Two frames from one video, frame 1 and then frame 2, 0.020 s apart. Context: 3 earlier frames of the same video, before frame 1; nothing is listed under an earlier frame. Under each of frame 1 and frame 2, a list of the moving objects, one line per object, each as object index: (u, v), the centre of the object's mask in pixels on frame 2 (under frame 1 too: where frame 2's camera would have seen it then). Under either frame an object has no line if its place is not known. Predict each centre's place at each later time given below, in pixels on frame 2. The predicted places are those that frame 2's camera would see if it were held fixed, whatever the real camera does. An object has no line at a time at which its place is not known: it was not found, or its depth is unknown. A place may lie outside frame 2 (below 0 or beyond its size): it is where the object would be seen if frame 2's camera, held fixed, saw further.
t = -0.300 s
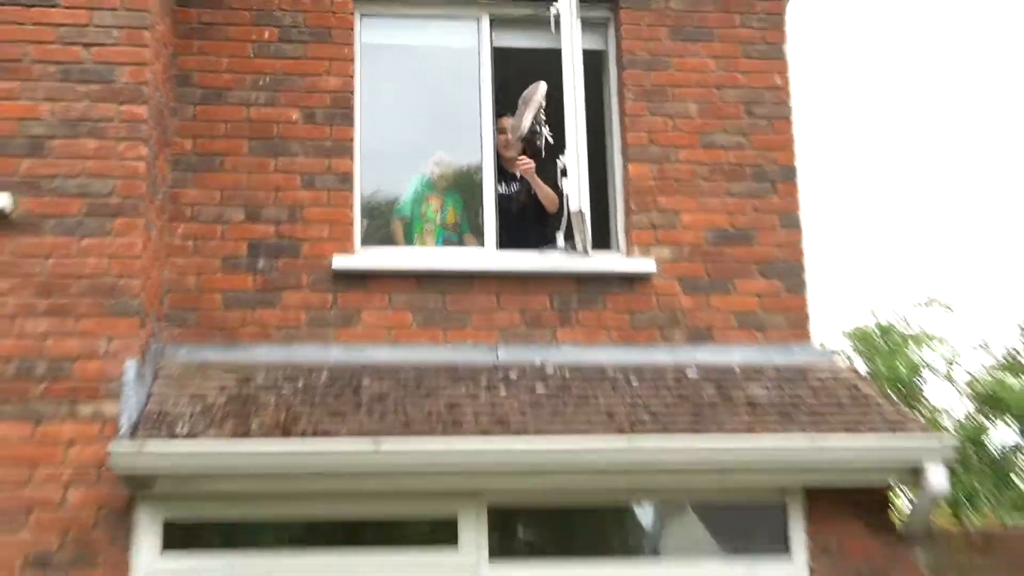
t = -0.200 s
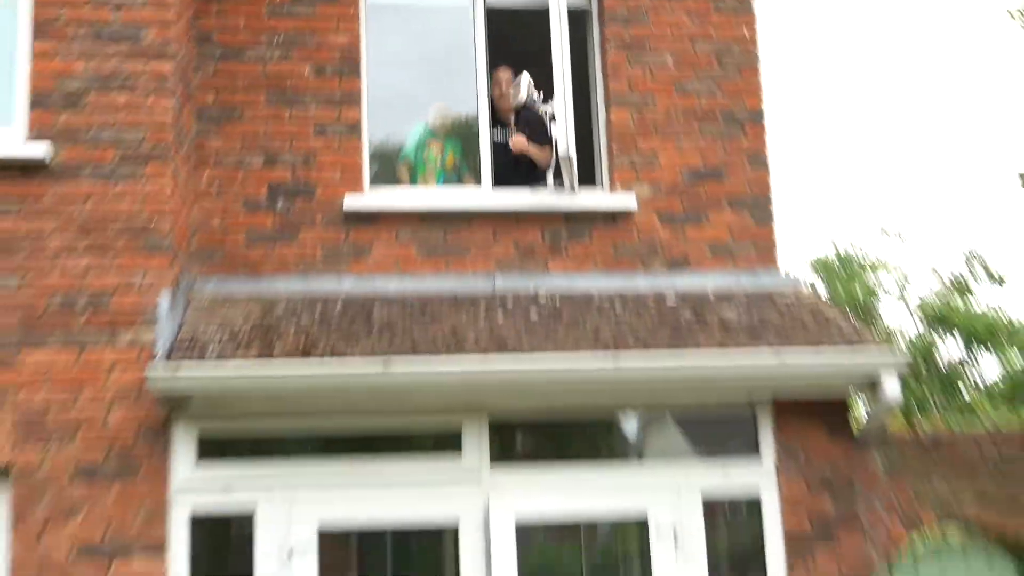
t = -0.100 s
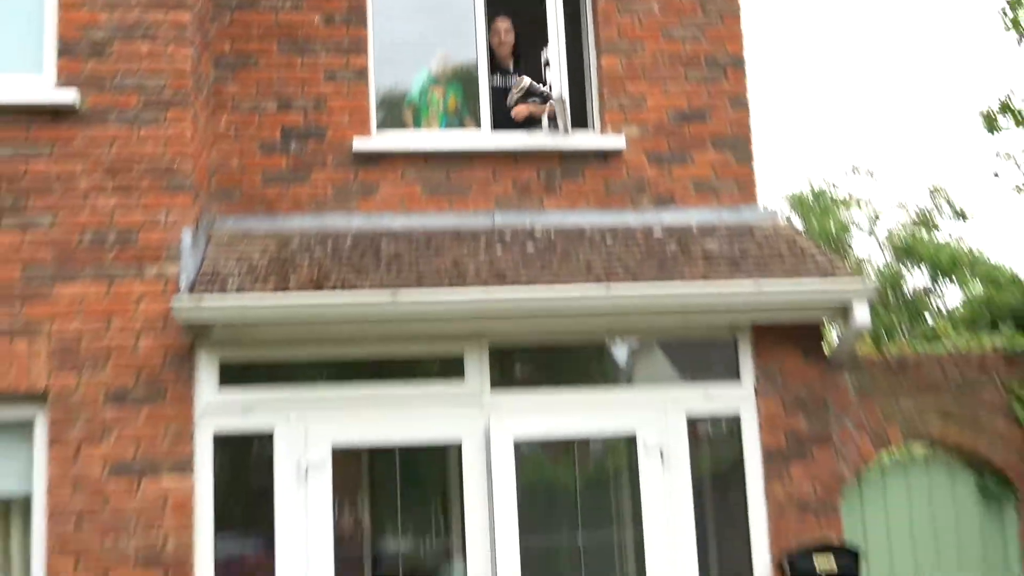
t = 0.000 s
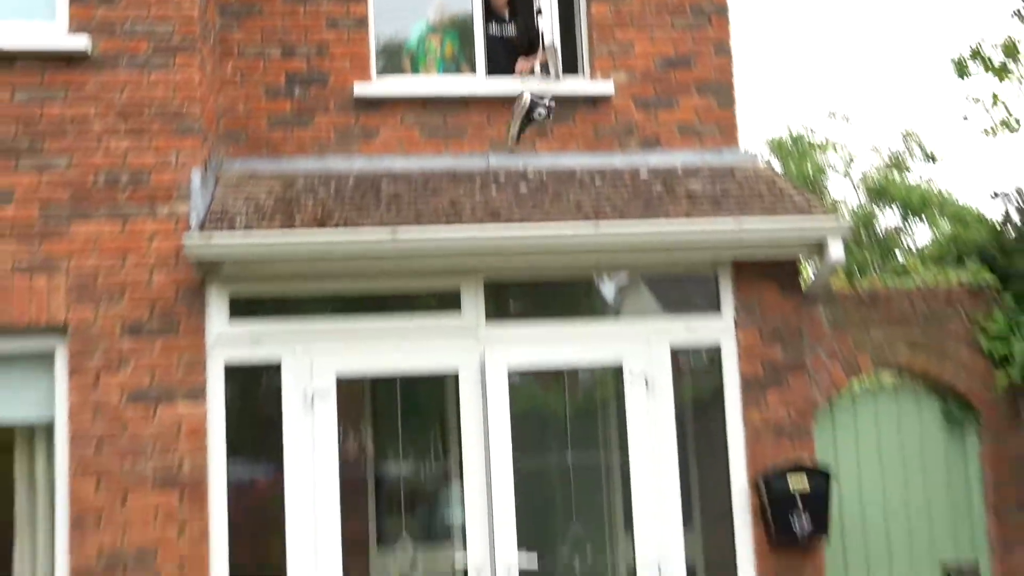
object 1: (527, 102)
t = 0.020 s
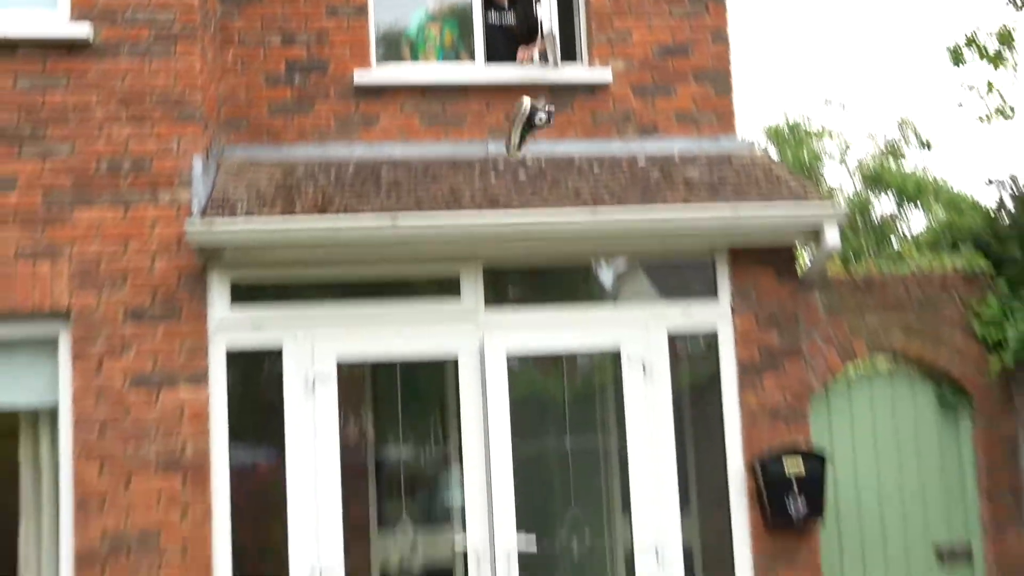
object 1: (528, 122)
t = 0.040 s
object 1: (527, 145)
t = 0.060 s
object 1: (528, 171)
